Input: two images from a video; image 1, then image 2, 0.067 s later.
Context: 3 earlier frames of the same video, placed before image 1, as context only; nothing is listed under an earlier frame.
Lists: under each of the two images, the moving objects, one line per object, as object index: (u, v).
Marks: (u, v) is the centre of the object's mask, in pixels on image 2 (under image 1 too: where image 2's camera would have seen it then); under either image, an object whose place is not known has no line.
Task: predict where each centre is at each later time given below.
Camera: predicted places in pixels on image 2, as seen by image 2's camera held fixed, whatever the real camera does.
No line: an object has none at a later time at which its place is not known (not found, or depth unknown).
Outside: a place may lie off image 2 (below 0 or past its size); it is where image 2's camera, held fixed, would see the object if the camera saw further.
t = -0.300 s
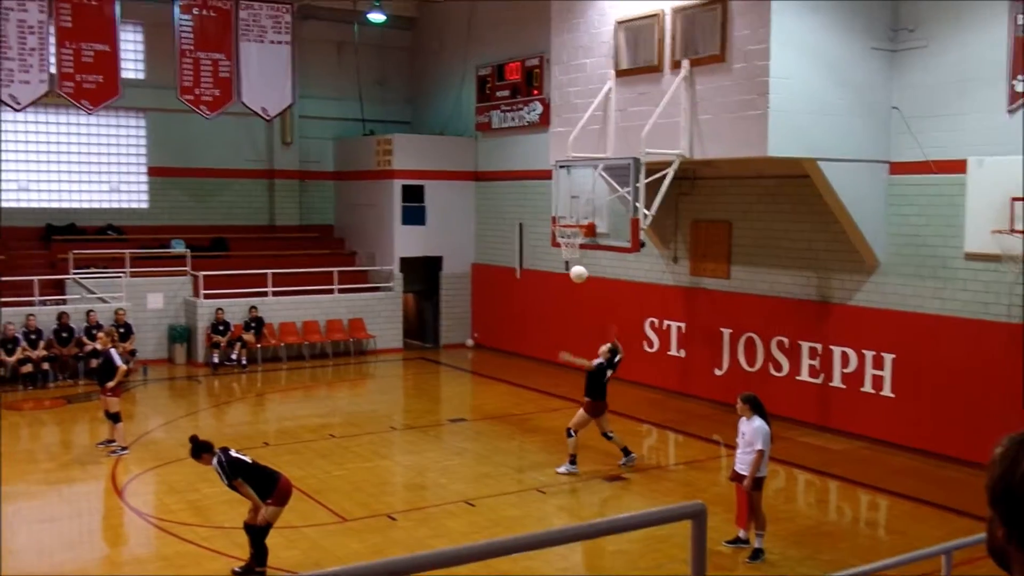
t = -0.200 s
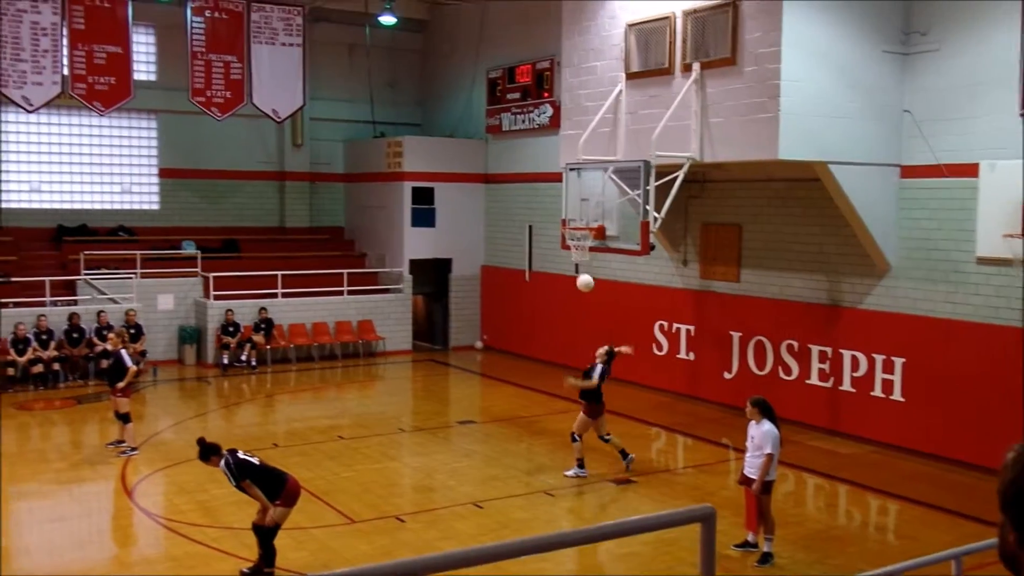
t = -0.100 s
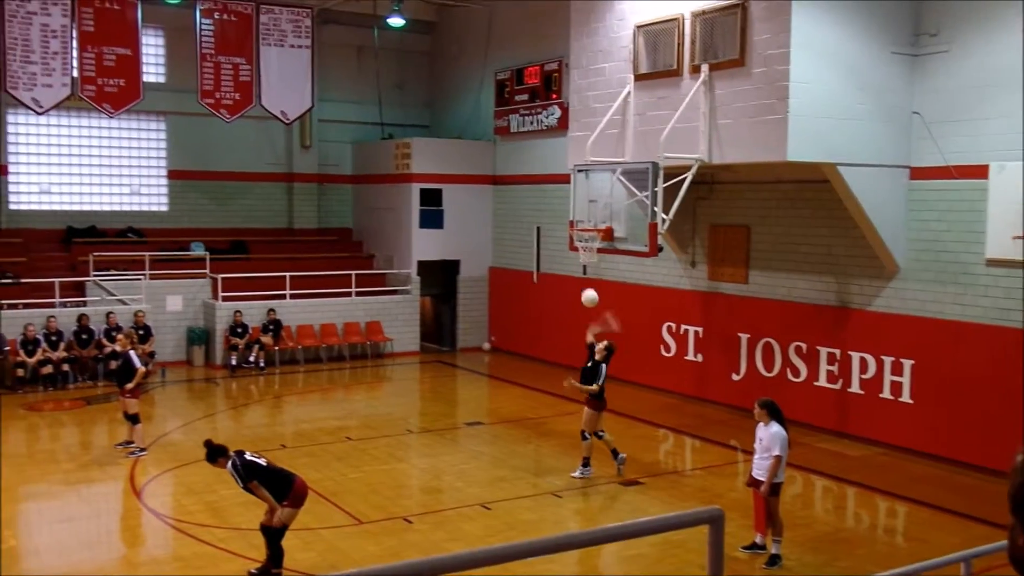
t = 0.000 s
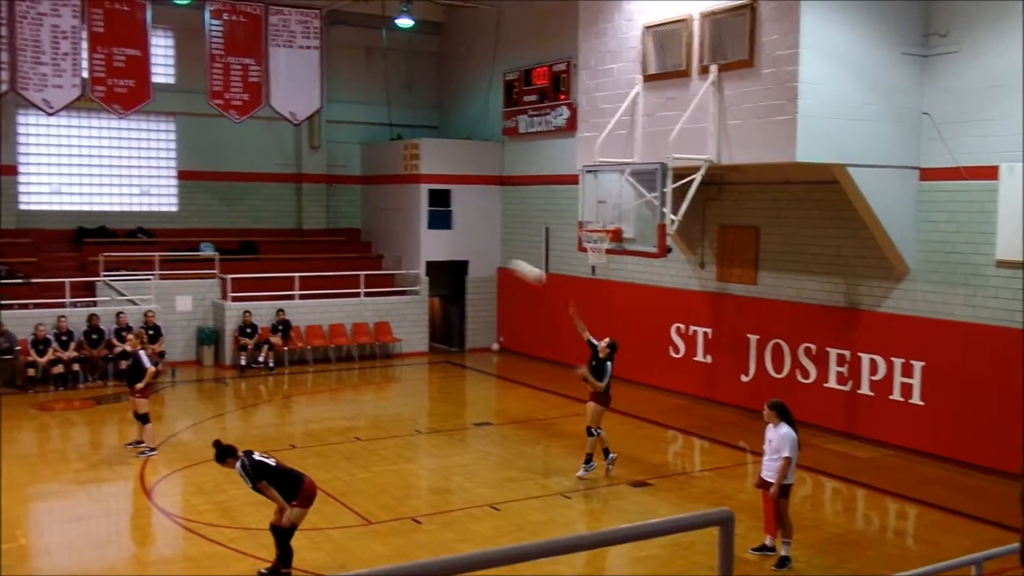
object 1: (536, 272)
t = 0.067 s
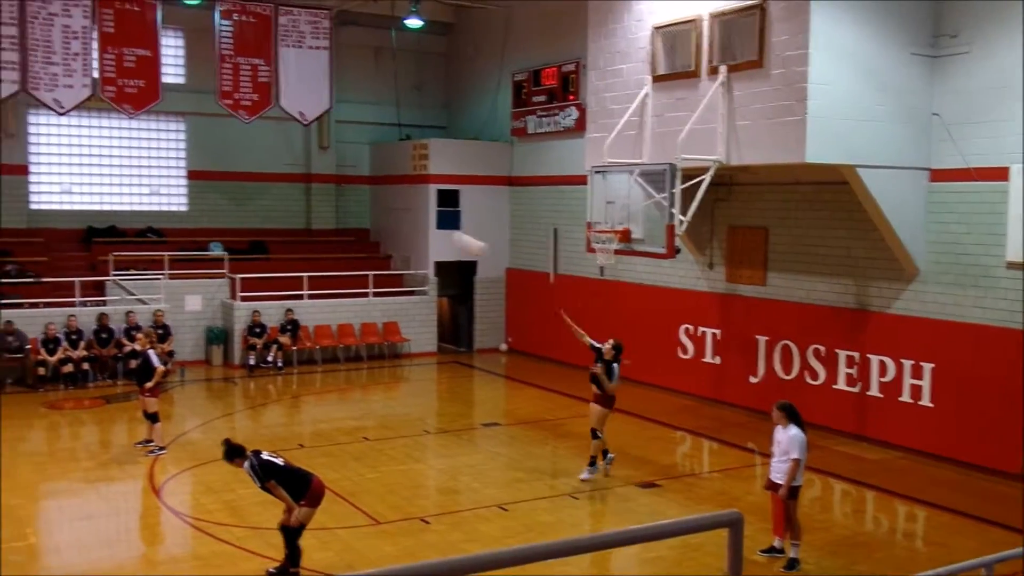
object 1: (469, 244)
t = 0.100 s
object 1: (434, 229)
